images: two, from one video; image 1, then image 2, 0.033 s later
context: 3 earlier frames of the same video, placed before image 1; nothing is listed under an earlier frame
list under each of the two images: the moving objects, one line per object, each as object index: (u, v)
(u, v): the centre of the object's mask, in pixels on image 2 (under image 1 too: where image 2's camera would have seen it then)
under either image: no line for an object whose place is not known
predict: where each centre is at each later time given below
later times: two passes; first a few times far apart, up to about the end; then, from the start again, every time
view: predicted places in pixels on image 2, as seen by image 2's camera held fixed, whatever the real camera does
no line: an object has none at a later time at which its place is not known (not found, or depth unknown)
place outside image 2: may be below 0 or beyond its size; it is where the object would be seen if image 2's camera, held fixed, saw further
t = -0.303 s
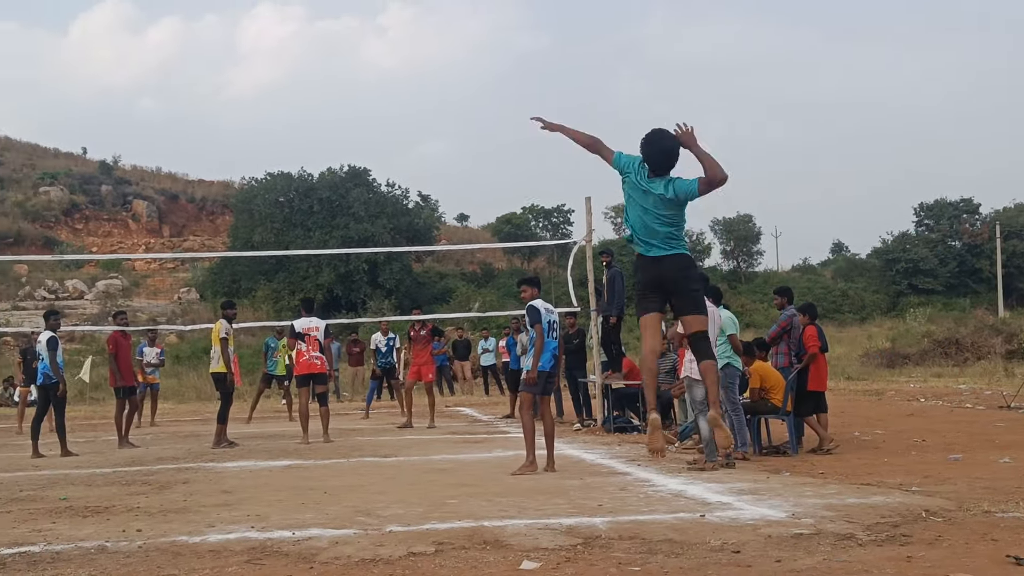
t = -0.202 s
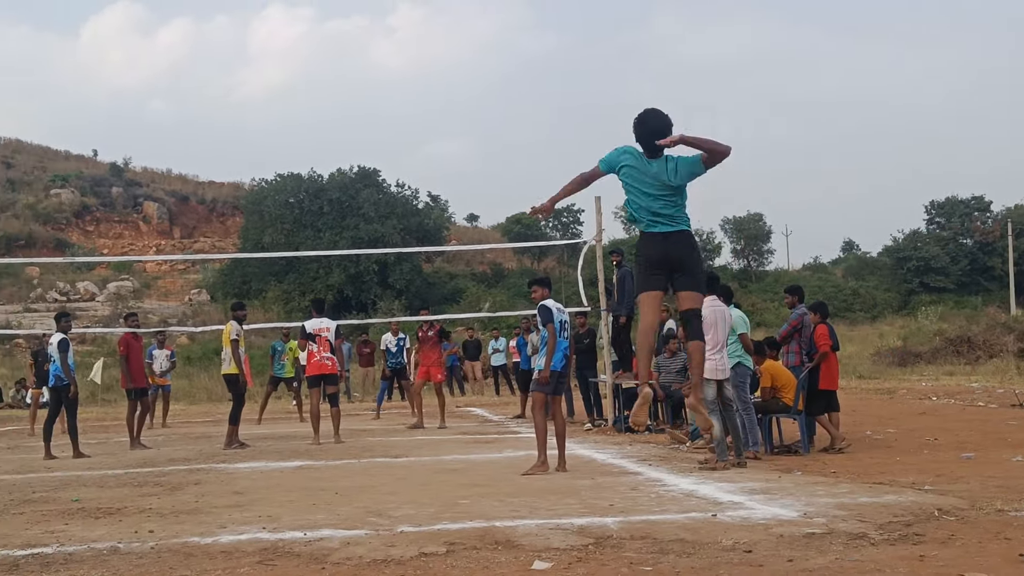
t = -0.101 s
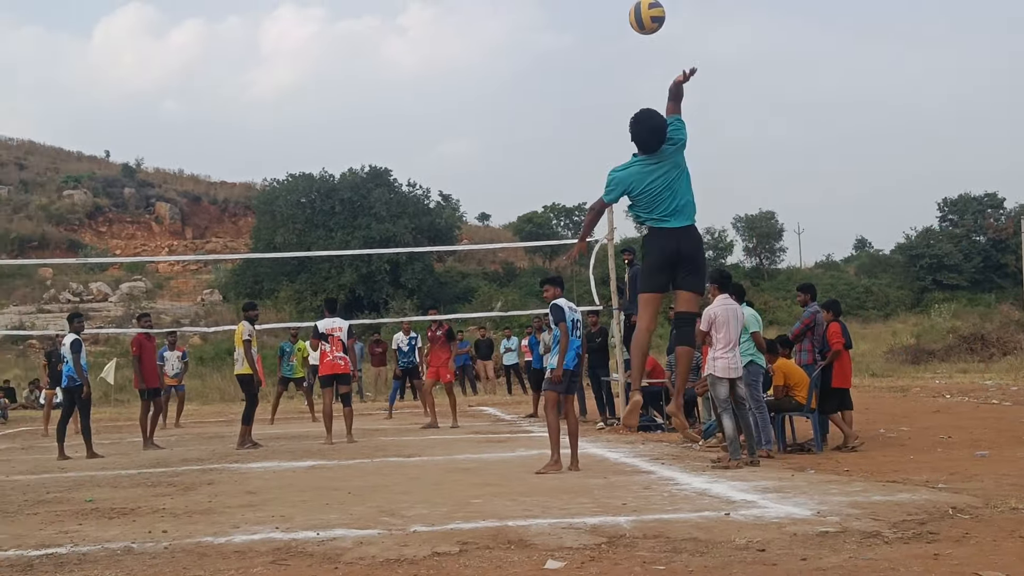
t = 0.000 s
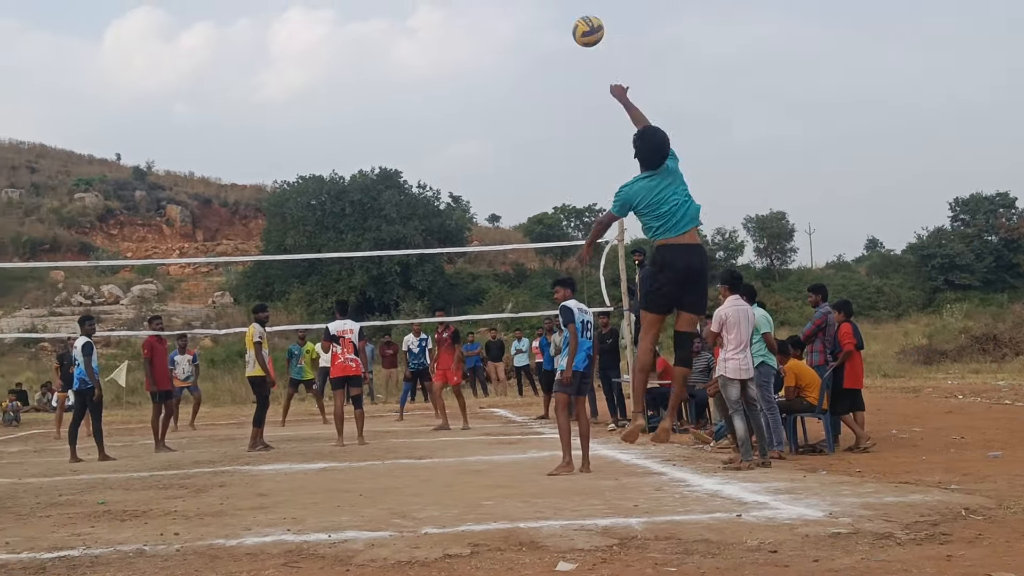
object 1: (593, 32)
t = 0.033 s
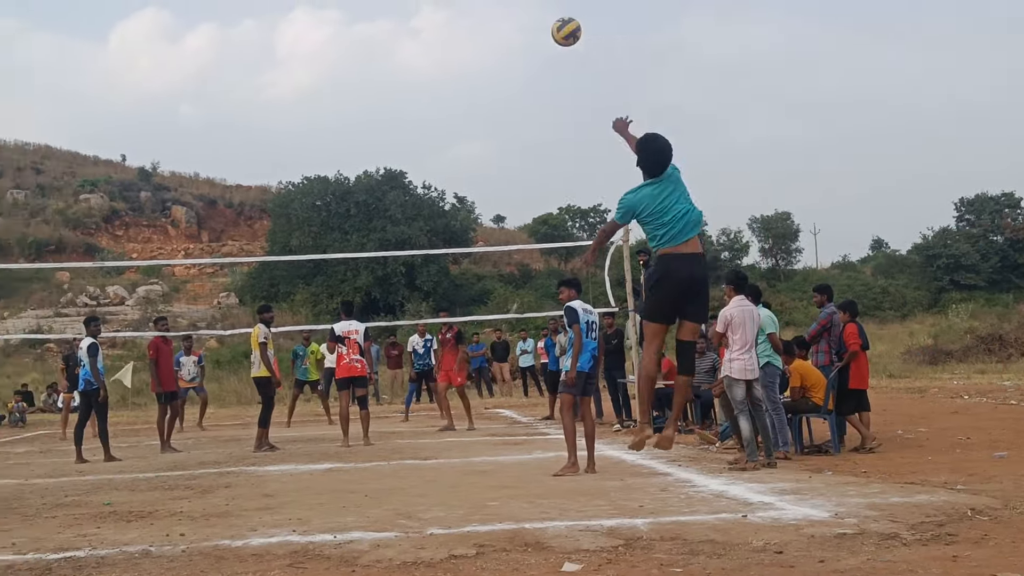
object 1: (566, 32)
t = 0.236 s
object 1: (456, 59)
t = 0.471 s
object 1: (387, 126)
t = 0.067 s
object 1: (543, 33)
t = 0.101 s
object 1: (521, 36)
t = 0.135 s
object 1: (503, 41)
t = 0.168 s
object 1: (486, 46)
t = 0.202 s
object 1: (470, 52)
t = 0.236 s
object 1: (456, 59)
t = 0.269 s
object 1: (443, 67)
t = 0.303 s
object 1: (431, 76)
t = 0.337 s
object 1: (421, 85)
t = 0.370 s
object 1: (412, 94)
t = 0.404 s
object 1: (403, 105)
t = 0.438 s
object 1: (395, 115)
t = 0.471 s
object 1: (387, 126)
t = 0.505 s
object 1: (381, 137)
